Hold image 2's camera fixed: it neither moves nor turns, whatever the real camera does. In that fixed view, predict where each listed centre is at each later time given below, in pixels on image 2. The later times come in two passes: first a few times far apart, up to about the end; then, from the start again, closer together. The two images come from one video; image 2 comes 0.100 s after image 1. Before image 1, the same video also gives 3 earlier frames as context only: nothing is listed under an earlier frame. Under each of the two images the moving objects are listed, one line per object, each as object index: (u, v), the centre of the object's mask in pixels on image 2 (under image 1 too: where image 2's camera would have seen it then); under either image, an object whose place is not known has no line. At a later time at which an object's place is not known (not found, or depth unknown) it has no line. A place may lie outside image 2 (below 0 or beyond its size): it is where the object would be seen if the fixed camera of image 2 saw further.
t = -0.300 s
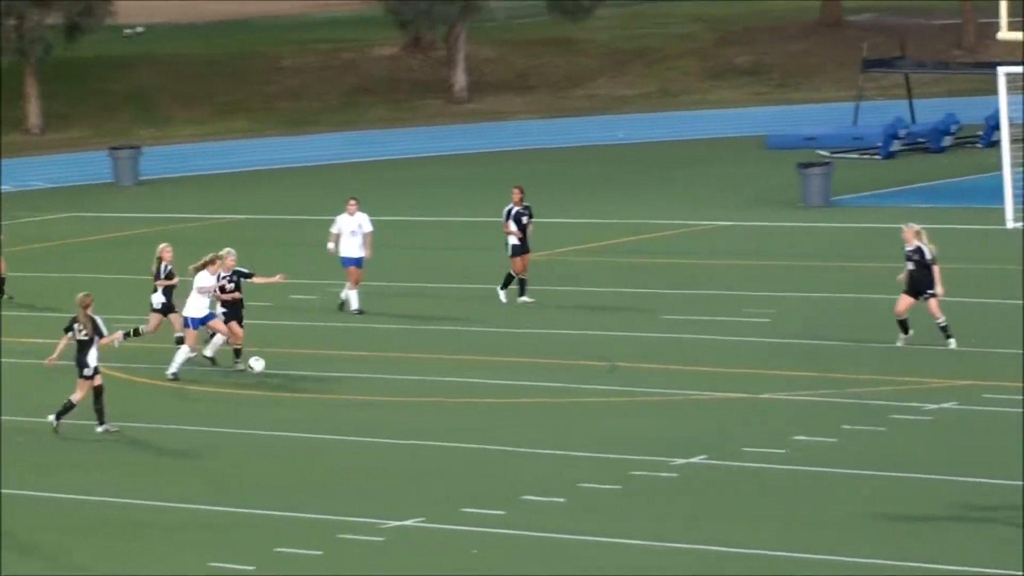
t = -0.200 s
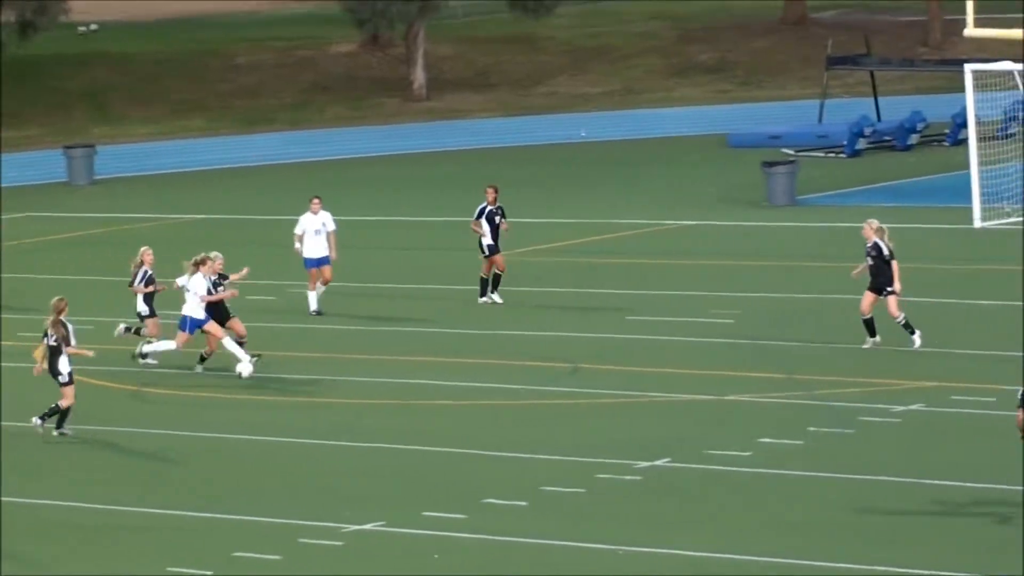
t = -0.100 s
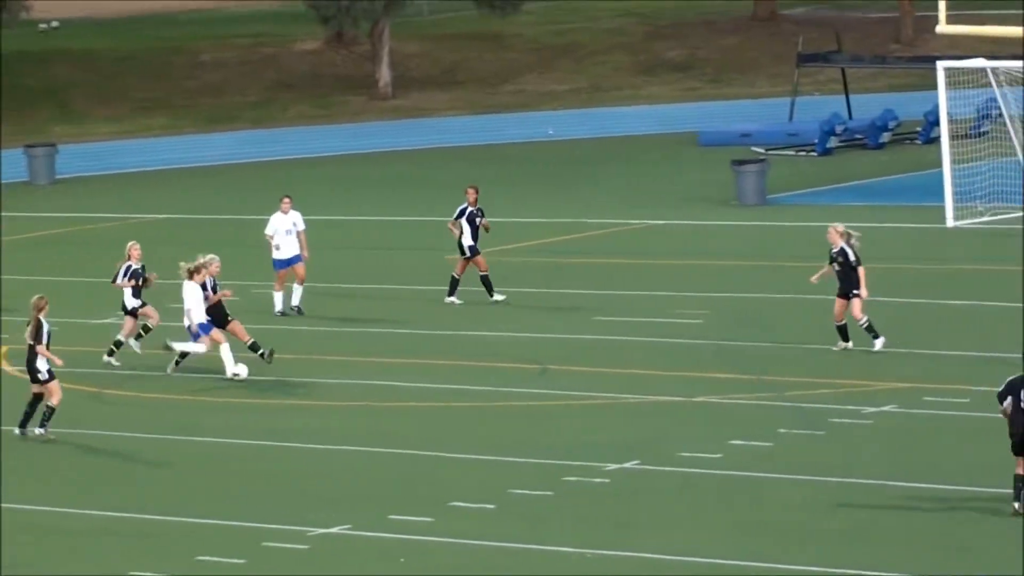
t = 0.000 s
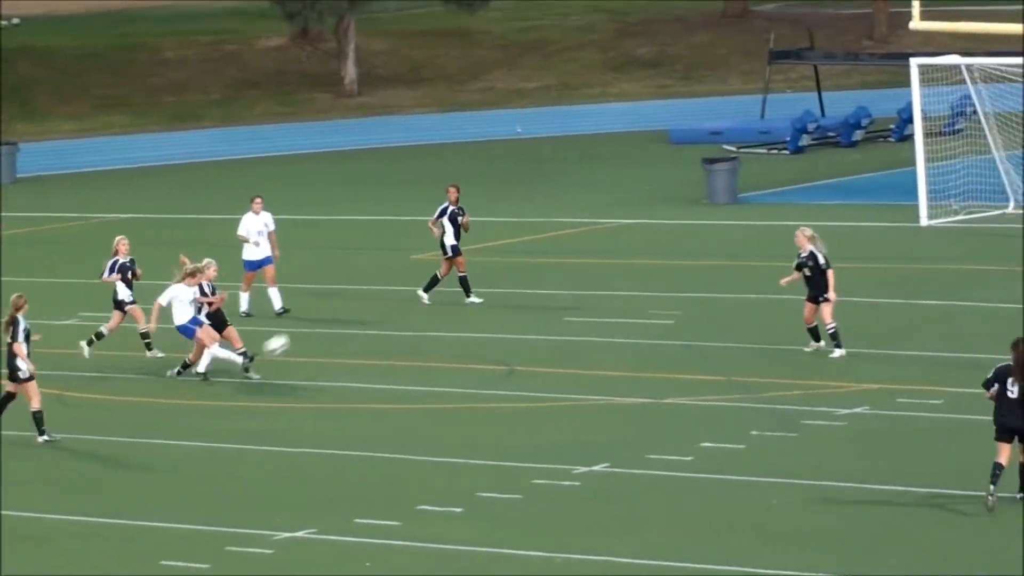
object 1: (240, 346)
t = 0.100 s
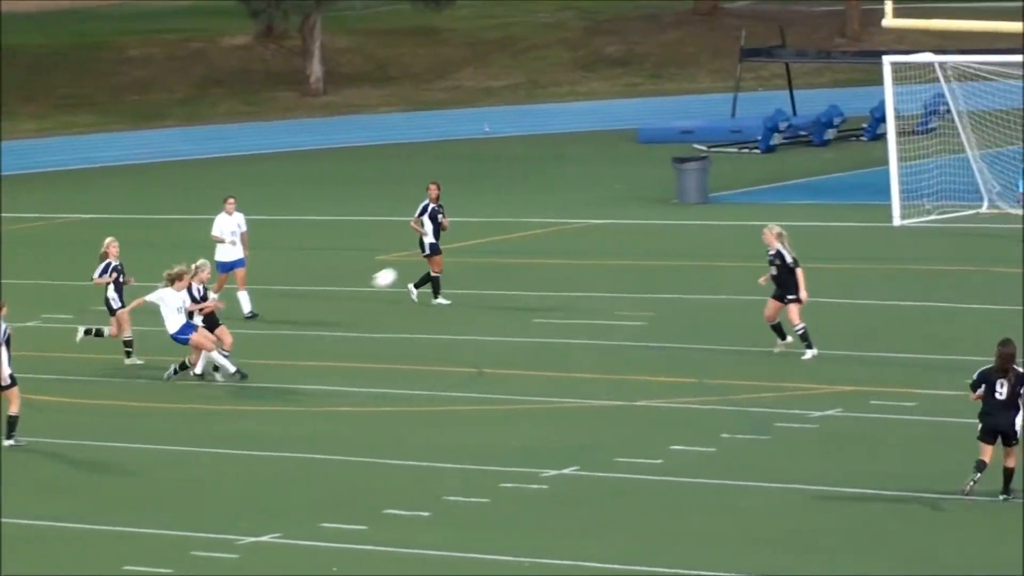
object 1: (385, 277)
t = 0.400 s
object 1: (759, 146)
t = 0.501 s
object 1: (866, 122)
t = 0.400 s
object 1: (759, 146)
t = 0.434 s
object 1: (796, 137)
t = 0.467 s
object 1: (832, 129)
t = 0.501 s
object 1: (866, 122)
